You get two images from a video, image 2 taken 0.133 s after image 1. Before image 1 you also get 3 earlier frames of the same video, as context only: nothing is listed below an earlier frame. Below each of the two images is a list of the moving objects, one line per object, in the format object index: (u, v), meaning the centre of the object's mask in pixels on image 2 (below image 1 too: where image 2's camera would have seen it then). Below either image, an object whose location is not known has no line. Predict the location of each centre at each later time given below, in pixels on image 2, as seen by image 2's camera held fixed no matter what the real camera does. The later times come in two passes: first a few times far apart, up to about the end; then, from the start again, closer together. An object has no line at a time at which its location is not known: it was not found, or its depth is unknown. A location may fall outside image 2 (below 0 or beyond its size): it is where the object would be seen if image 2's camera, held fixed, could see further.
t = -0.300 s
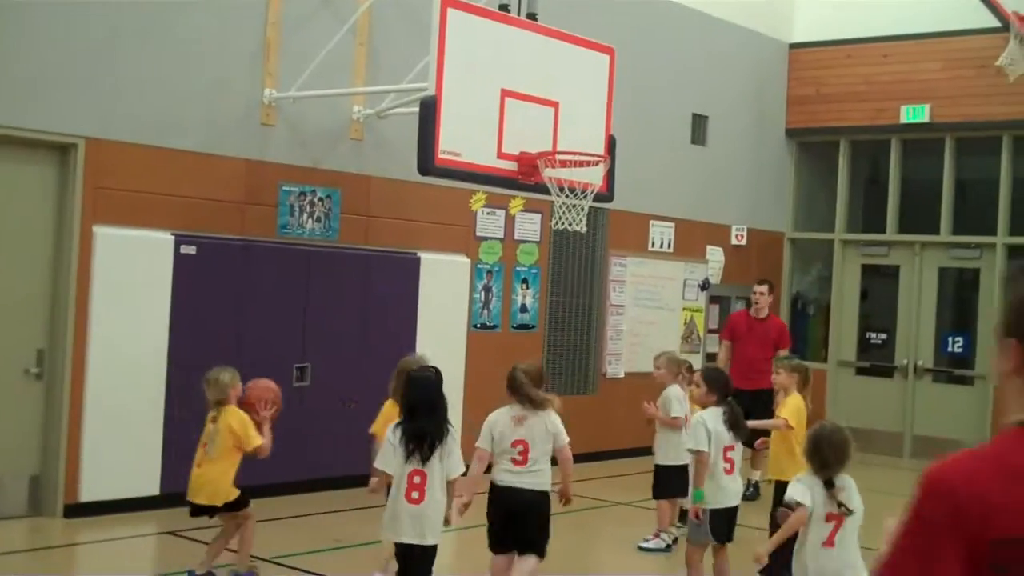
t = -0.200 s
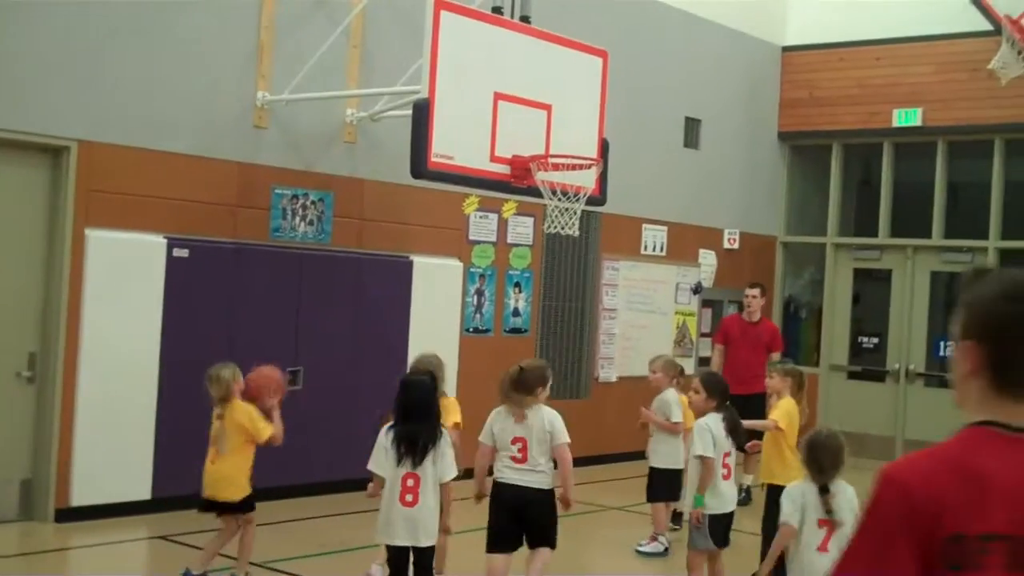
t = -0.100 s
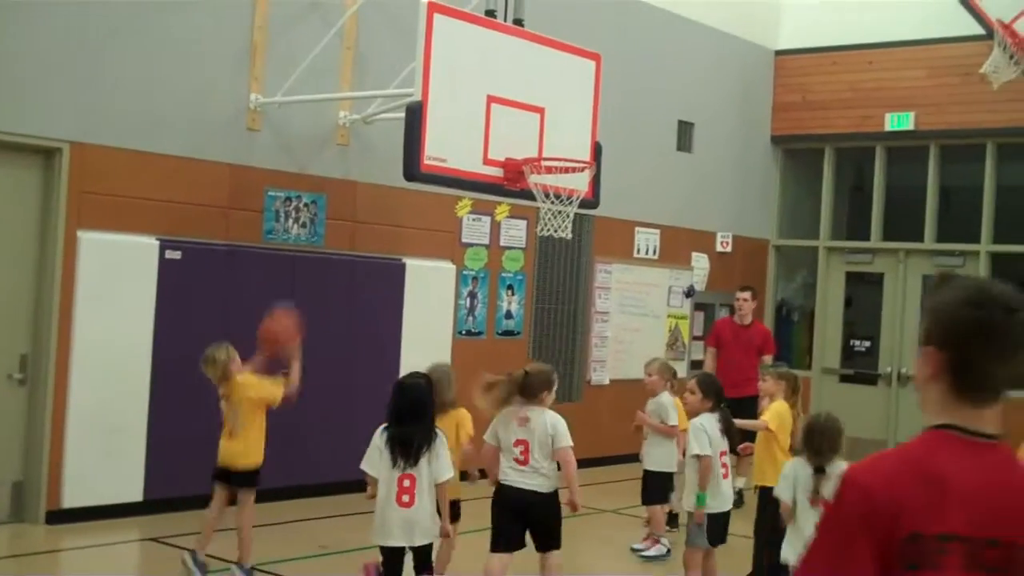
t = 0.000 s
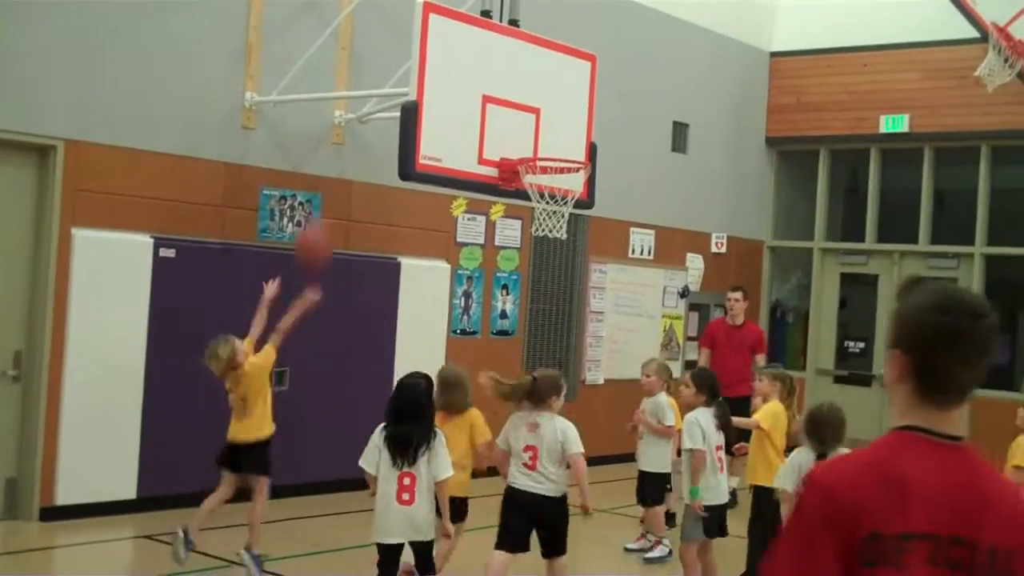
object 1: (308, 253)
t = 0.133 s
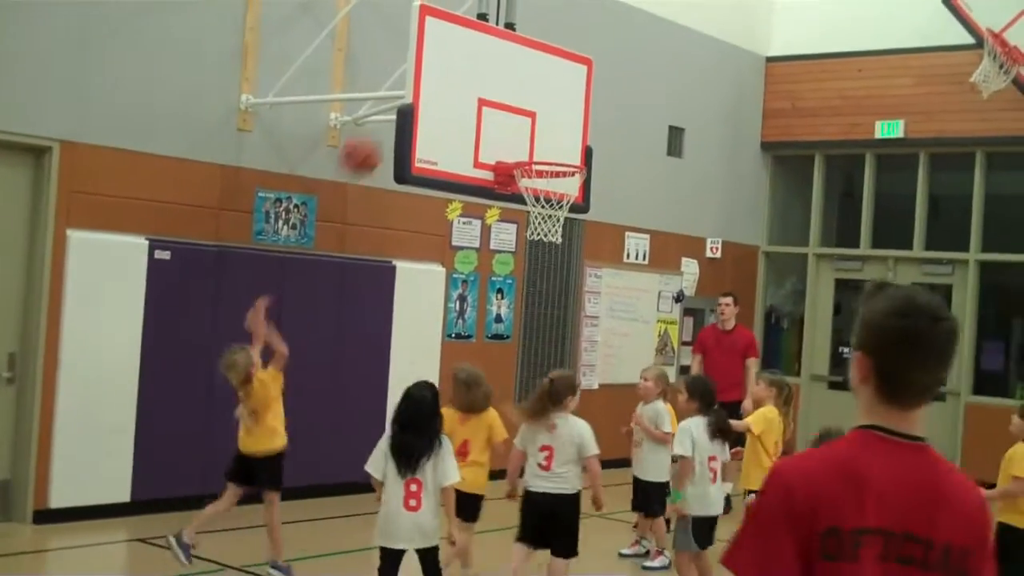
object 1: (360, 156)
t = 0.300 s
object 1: (420, 89)
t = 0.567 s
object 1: (501, 81)
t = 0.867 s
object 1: (568, 128)
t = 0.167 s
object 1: (372, 138)
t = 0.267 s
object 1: (408, 98)
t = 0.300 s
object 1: (420, 89)
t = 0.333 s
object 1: (431, 80)
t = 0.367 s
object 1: (442, 75)
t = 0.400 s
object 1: (452, 71)
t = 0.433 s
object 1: (463, 70)
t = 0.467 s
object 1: (472, 70)
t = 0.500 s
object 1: (482, 71)
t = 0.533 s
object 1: (492, 75)
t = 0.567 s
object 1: (501, 81)
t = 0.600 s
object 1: (510, 86)
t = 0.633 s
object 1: (519, 95)
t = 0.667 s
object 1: (528, 106)
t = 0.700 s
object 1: (537, 118)
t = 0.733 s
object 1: (545, 132)
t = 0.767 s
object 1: (553, 143)
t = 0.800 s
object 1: (558, 138)
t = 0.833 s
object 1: (563, 132)
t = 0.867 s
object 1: (568, 128)
